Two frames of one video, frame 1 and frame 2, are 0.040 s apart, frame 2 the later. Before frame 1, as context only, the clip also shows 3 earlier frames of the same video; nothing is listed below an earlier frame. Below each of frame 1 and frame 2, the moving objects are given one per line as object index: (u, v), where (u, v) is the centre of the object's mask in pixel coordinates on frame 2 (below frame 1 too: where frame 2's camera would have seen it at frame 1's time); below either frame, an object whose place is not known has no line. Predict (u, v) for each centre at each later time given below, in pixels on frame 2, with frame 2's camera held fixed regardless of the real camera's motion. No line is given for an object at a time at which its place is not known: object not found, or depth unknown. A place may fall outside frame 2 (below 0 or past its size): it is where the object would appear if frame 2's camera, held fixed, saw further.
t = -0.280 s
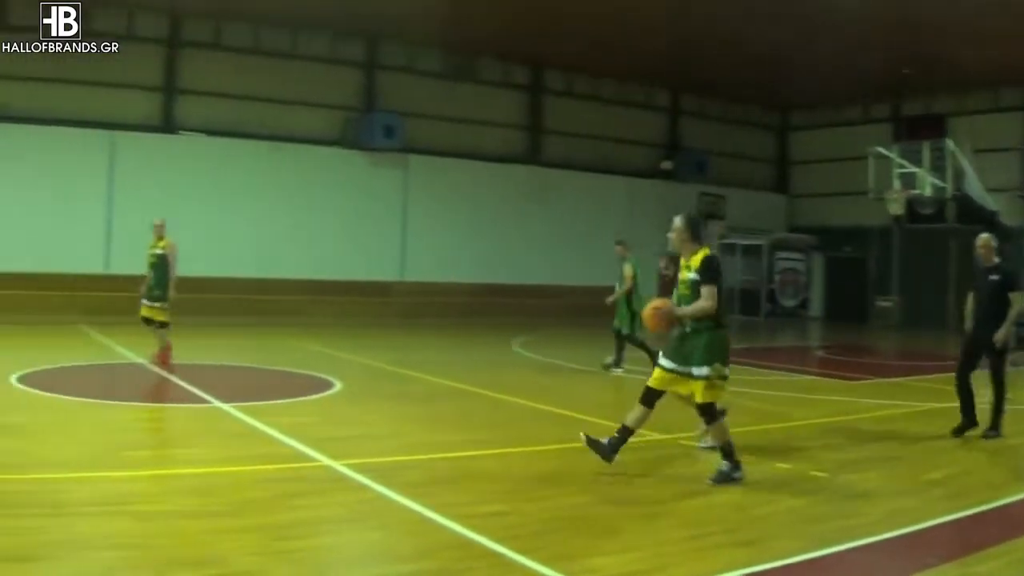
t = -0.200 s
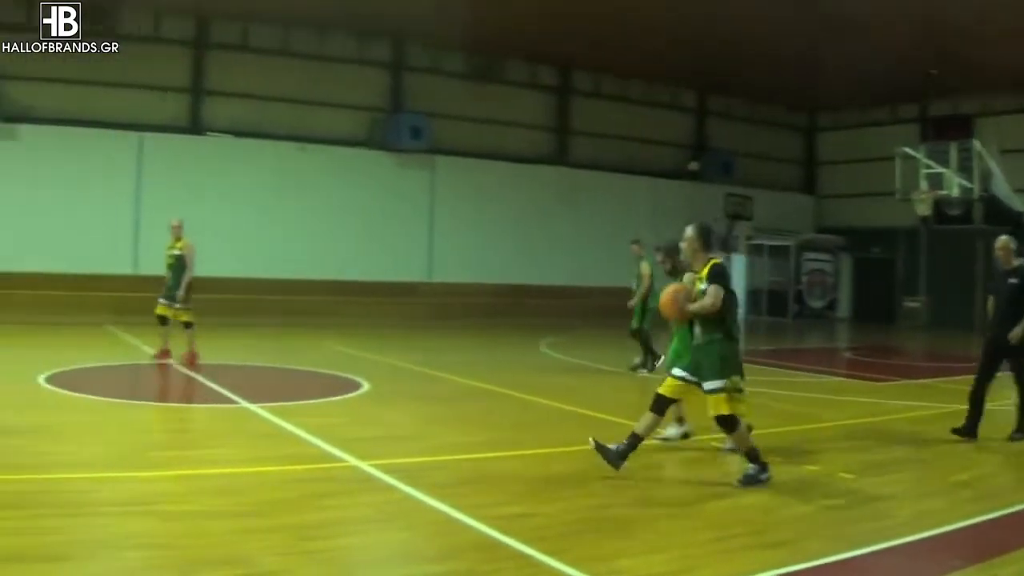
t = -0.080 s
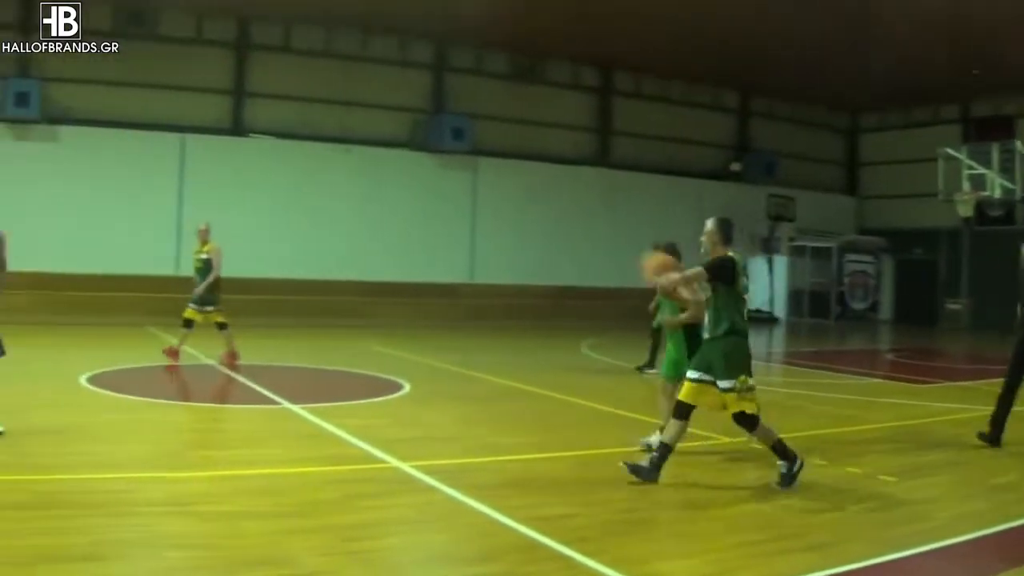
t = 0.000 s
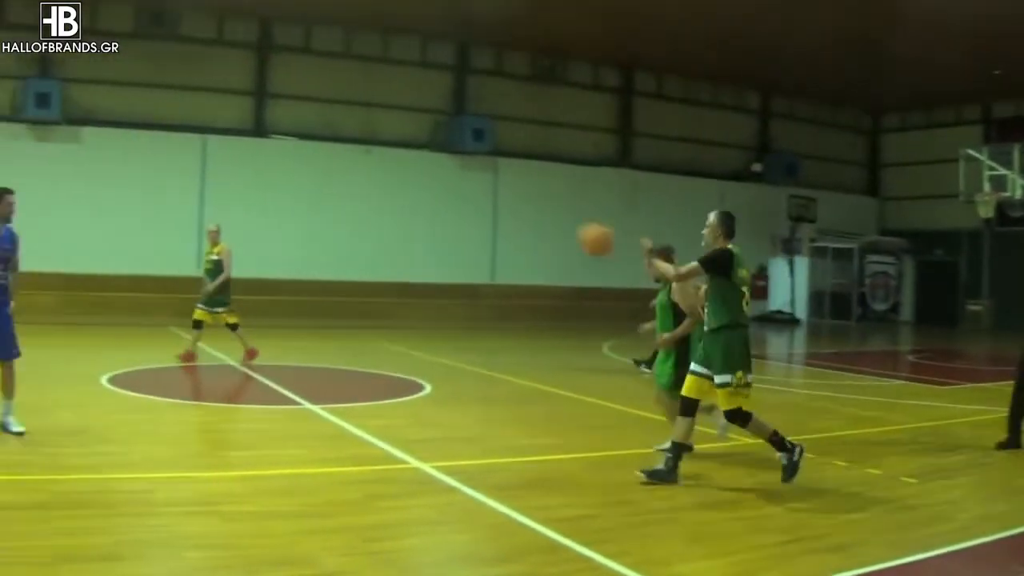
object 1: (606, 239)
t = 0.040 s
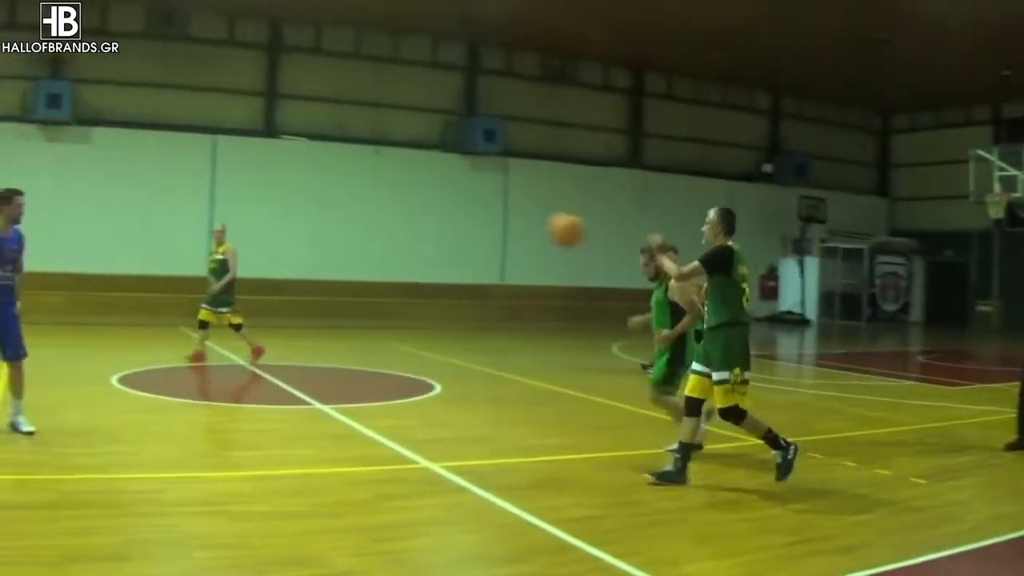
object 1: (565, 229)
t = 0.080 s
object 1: (530, 220)
